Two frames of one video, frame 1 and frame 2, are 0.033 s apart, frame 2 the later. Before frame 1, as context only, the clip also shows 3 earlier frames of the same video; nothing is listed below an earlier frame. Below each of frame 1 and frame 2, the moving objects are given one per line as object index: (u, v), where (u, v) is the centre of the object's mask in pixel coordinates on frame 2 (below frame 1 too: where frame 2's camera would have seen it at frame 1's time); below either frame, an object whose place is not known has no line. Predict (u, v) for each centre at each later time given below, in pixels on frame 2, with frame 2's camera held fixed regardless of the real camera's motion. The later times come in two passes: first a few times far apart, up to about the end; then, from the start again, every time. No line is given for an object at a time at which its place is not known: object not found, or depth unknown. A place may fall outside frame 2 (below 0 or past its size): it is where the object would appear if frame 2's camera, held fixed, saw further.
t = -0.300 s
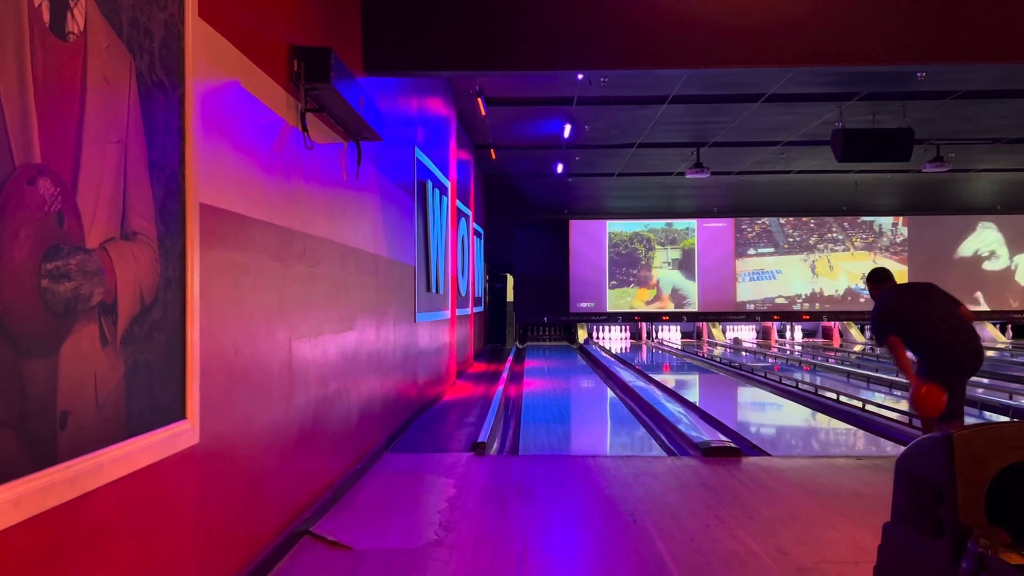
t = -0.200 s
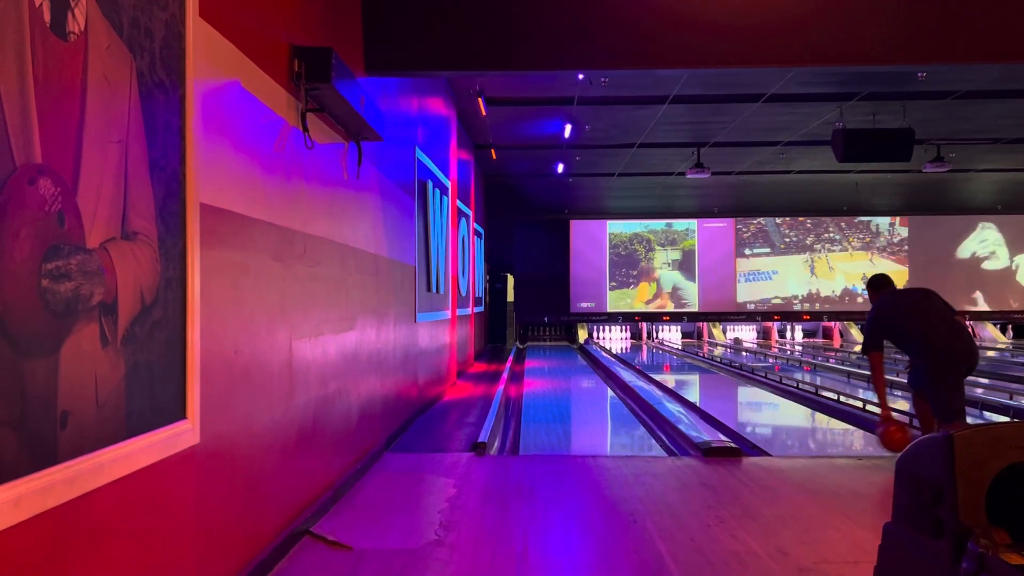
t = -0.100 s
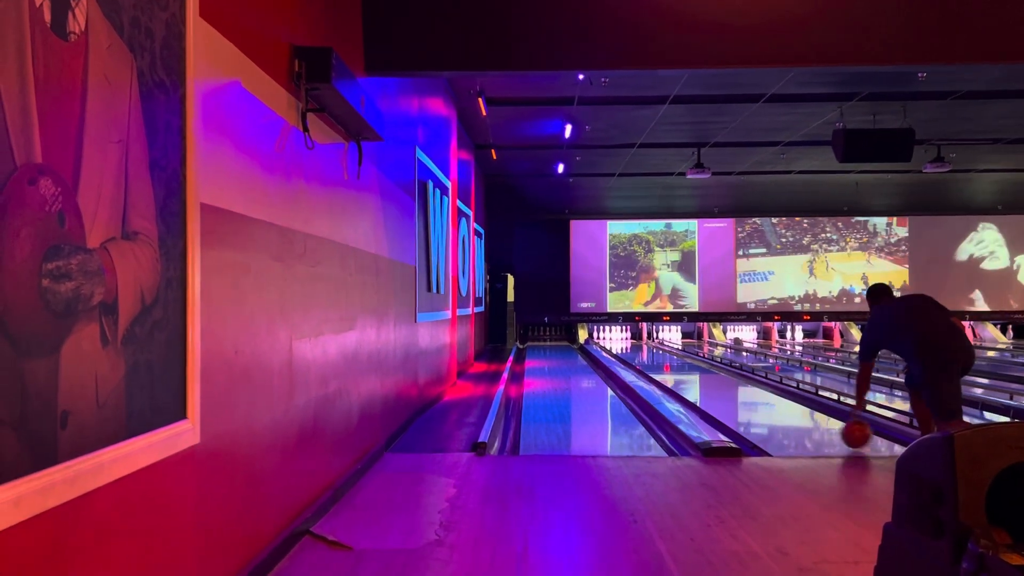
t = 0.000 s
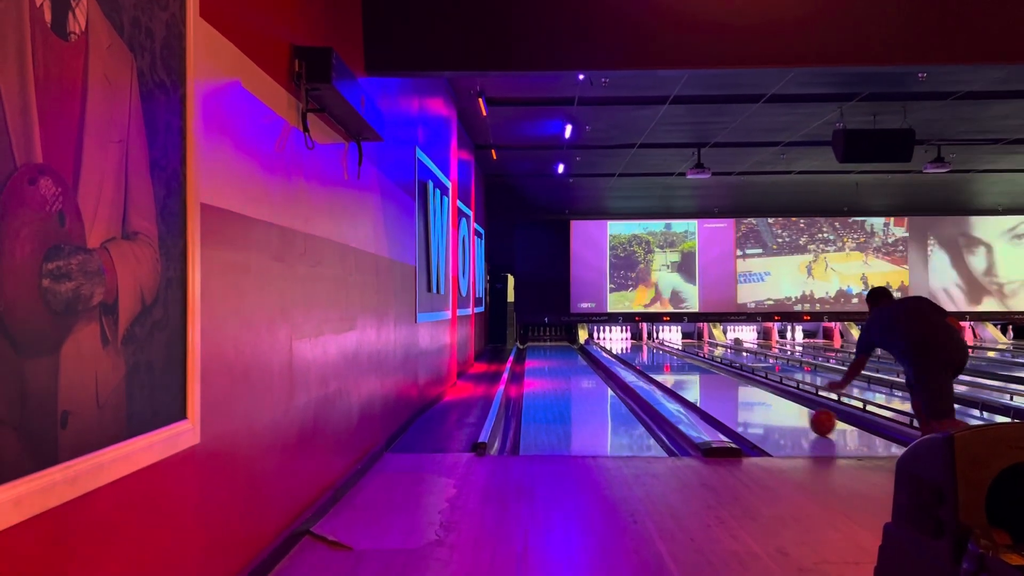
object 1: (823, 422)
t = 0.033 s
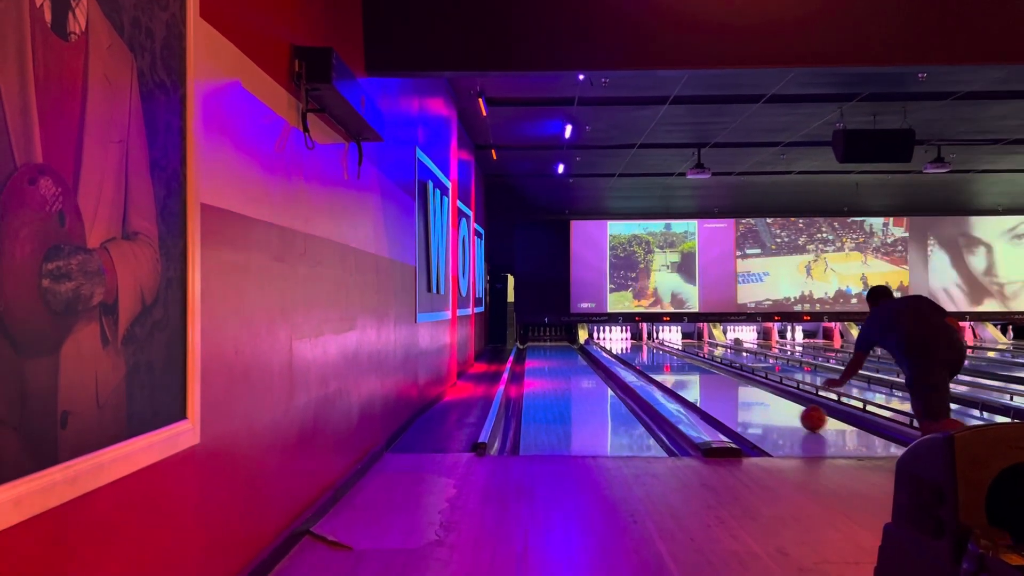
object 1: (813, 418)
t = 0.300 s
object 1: (752, 394)
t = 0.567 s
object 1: (712, 379)
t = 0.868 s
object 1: (681, 367)
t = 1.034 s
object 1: (668, 362)
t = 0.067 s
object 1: (804, 415)
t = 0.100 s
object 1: (795, 412)
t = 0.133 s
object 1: (787, 408)
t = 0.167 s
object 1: (779, 405)
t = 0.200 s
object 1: (772, 402)
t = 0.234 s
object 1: (765, 399)
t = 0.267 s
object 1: (758, 397)
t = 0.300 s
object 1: (752, 394)
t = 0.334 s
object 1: (747, 392)
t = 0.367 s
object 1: (741, 389)
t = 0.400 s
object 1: (736, 387)
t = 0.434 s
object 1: (731, 386)
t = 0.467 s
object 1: (726, 384)
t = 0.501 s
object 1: (721, 382)
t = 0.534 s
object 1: (717, 380)
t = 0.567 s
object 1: (712, 379)
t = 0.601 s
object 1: (708, 377)
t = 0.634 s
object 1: (704, 376)
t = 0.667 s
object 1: (700, 375)
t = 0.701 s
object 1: (697, 373)
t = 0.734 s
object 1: (693, 372)
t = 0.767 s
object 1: (690, 371)
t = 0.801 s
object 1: (687, 369)
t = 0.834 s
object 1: (683, 368)
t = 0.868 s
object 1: (681, 367)
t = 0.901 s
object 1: (678, 366)
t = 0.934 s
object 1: (675, 365)
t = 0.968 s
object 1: (672, 364)
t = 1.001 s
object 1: (670, 363)
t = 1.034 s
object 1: (668, 362)
